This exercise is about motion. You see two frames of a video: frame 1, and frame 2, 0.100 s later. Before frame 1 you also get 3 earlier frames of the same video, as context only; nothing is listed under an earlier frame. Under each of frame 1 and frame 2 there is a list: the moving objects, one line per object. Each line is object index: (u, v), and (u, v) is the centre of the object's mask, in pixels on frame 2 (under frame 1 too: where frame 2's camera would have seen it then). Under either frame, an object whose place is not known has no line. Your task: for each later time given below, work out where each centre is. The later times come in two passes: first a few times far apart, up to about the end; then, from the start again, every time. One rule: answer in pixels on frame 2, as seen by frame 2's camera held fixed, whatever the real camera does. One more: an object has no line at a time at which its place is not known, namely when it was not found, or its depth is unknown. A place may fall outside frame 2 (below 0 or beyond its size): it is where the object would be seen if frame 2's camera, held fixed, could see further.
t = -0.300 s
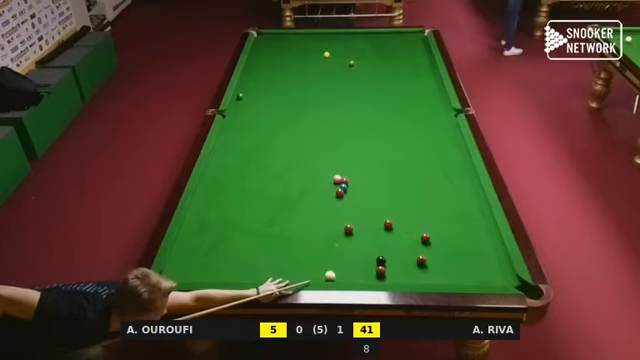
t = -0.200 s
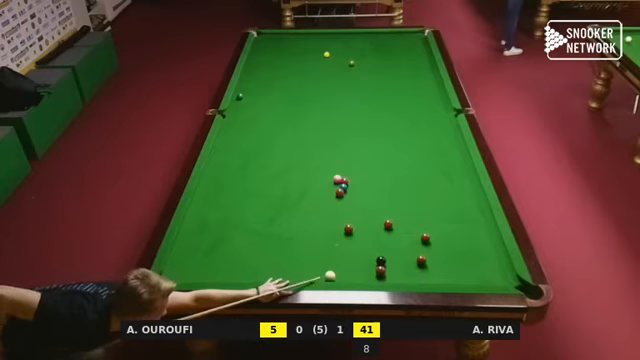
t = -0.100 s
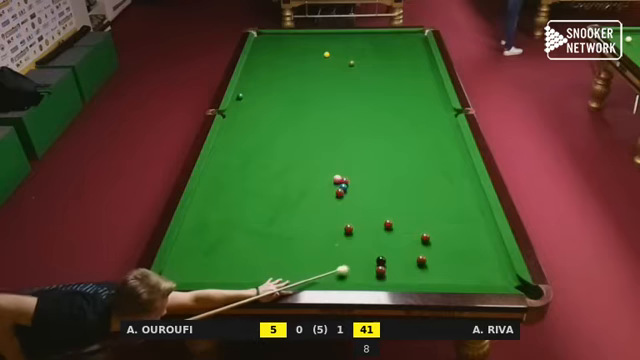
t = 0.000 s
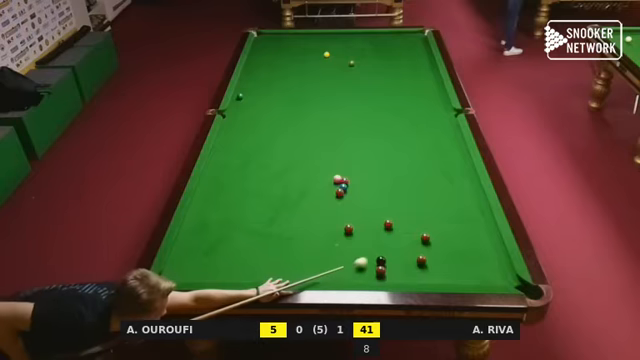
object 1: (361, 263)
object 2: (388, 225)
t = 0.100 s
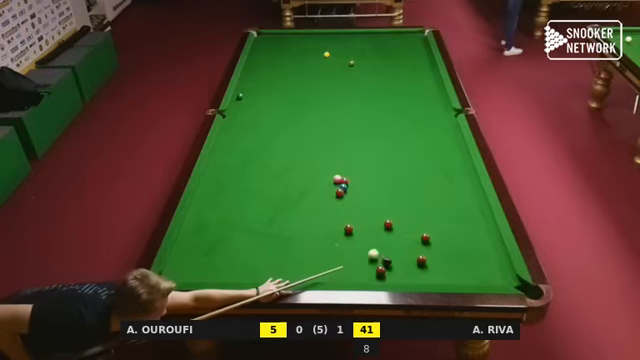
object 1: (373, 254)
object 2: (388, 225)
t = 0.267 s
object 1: (384, 240)
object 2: (388, 225)
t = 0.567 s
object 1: (408, 223)
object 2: (385, 219)
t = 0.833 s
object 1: (429, 212)
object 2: (380, 212)
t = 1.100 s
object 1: (449, 204)
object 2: (376, 206)
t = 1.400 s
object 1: (469, 194)
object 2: (372, 200)
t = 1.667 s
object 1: (473, 188)
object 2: (369, 195)
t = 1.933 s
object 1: (458, 183)
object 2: (366, 191)
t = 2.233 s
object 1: (444, 178)
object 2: (364, 187)
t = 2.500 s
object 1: (432, 174)
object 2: (362, 184)
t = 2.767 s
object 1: (422, 171)
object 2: (360, 182)
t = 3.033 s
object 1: (413, 168)
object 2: (359, 180)
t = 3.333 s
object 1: (404, 165)
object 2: (358, 179)
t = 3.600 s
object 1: (397, 162)
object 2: (358, 179)
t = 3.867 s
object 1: (391, 160)
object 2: (358, 178)
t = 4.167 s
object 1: (386, 158)
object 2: (358, 178)
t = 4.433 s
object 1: (381, 157)
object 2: (357, 178)
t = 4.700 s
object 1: (378, 156)
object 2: (357, 178)
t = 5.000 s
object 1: (375, 155)
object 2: (357, 178)
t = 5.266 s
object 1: (373, 154)
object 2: (358, 178)
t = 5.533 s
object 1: (372, 154)
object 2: (358, 178)
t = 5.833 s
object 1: (372, 153)
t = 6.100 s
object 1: (372, 153)
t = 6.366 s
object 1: (372, 153)
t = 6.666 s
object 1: (372, 153)
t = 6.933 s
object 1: (372, 153)
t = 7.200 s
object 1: (372, 153)
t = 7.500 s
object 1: (372, 153)
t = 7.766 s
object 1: (372, 153)
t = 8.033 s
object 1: (372, 153)
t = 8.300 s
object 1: (372, 153)
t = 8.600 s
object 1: (372, 153)
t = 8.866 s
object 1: (372, 153)
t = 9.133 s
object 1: (372, 153)
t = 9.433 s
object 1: (372, 153)
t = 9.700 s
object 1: (372, 153)
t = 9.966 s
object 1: (372, 153)
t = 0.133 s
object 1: (375, 251)
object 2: (388, 225)
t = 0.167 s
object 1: (378, 248)
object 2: (388, 225)
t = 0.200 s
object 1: (380, 246)
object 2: (388, 225)
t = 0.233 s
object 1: (382, 243)
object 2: (388, 225)
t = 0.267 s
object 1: (384, 240)
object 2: (388, 225)
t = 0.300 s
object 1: (387, 237)
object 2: (388, 225)
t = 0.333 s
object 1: (389, 234)
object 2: (388, 224)
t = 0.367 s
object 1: (391, 232)
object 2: (387, 224)
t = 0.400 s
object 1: (394, 229)
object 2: (387, 224)
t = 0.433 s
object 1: (396, 228)
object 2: (387, 223)
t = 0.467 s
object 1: (399, 227)
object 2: (386, 222)
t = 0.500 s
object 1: (402, 225)
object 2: (386, 221)
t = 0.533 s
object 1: (405, 224)
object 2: (385, 220)
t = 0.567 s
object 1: (408, 223)
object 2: (385, 219)
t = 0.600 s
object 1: (410, 221)
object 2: (384, 218)
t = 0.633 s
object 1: (413, 220)
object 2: (383, 217)
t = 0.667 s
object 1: (416, 219)
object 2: (383, 217)
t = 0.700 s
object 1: (419, 217)
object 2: (382, 216)
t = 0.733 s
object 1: (421, 216)
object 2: (381, 215)
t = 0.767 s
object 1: (424, 215)
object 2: (381, 214)
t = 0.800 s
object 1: (426, 214)
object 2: (381, 213)
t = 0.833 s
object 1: (429, 212)
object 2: (380, 212)
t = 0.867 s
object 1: (431, 211)
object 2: (379, 211)
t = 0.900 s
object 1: (434, 210)
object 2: (379, 210)
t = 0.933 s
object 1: (436, 209)
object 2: (378, 209)
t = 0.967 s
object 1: (439, 208)
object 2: (378, 209)
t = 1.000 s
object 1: (441, 207)
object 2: (377, 208)
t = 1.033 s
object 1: (444, 206)
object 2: (377, 207)
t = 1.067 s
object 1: (446, 205)
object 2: (376, 206)
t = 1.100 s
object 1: (449, 204)
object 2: (376, 206)
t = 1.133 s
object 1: (451, 202)
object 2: (375, 205)
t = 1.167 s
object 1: (453, 201)
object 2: (375, 204)
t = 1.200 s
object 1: (455, 200)
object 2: (375, 204)
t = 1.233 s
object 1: (458, 199)
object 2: (374, 203)
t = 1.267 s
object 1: (460, 198)
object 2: (373, 202)
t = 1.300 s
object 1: (462, 197)
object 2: (373, 202)
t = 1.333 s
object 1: (464, 196)
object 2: (373, 201)
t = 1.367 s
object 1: (466, 195)
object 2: (372, 200)
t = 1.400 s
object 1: (469, 194)
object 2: (372, 200)
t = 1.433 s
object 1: (471, 193)
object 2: (371, 199)
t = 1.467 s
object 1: (473, 192)
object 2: (371, 199)
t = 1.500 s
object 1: (475, 192)
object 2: (371, 198)
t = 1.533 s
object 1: (477, 191)
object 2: (370, 197)
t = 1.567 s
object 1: (479, 190)
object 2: (370, 197)
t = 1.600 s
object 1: (477, 189)
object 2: (370, 196)
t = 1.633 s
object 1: (475, 188)
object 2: (369, 196)
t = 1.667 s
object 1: (473, 188)
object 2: (369, 195)
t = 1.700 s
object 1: (471, 187)
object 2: (368, 195)
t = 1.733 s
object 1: (469, 186)
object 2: (368, 194)
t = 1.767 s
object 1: (467, 186)
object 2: (368, 193)
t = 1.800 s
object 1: (465, 185)
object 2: (367, 193)
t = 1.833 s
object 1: (464, 185)
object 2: (367, 192)
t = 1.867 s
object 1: (462, 184)
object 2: (367, 192)
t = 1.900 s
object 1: (460, 183)
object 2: (367, 191)
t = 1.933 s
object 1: (458, 183)
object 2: (366, 191)
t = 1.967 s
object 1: (457, 182)
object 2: (366, 190)
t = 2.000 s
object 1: (455, 182)
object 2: (366, 190)
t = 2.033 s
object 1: (453, 181)
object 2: (365, 190)
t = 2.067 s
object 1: (452, 181)
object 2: (365, 189)
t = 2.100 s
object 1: (450, 180)
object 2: (365, 189)
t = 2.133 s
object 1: (448, 179)
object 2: (364, 188)
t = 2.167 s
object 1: (447, 179)
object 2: (364, 188)
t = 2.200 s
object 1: (445, 178)
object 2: (364, 187)
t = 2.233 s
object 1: (444, 178)
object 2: (364, 187)
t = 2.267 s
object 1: (442, 177)
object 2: (363, 187)
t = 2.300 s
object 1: (441, 177)
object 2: (363, 187)
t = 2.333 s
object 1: (439, 176)
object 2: (363, 186)
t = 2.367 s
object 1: (438, 176)
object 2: (363, 186)
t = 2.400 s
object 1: (436, 175)
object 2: (362, 185)
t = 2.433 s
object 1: (435, 175)
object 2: (362, 185)
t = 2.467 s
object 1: (434, 174)
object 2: (362, 185)
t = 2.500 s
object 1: (432, 174)
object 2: (362, 184)
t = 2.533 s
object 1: (431, 174)
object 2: (361, 184)
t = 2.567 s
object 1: (430, 173)
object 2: (361, 184)
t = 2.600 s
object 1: (428, 173)
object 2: (361, 184)
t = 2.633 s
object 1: (427, 172)
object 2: (361, 184)
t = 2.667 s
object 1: (426, 172)
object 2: (360, 183)
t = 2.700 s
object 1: (425, 171)
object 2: (360, 183)
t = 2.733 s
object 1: (423, 171)
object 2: (360, 183)
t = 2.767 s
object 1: (422, 171)
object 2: (360, 182)
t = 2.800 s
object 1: (421, 170)
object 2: (359, 182)
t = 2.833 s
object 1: (420, 170)
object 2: (359, 182)
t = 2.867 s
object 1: (419, 169)
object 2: (360, 182)
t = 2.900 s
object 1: (417, 169)
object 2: (359, 182)
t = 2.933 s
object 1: (416, 169)
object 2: (359, 181)
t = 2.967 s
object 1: (415, 168)
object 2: (359, 181)
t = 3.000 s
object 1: (414, 168)
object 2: (359, 181)
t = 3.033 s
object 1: (413, 168)
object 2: (359, 180)
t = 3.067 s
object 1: (412, 167)
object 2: (359, 181)
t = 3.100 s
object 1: (411, 167)
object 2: (359, 180)
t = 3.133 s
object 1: (410, 167)
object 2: (358, 180)
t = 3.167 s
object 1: (409, 166)
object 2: (358, 180)
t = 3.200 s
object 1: (408, 166)
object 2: (358, 180)
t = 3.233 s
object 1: (407, 166)
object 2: (358, 180)
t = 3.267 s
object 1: (406, 165)
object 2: (358, 179)
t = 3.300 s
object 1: (405, 165)
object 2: (358, 179)
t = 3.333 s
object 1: (404, 165)
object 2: (358, 179)
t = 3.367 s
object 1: (404, 164)
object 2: (358, 179)
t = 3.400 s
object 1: (403, 164)
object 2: (358, 179)
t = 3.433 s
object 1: (402, 164)
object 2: (358, 179)
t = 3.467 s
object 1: (401, 164)
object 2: (358, 179)
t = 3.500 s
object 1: (400, 163)
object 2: (358, 179)
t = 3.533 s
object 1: (399, 163)
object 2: (358, 179)
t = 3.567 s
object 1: (398, 163)
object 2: (358, 179)
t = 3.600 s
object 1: (397, 162)
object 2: (358, 179)
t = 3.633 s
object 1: (396, 162)
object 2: (358, 178)
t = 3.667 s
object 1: (396, 162)
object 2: (358, 178)
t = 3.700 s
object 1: (395, 162)
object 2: (358, 178)
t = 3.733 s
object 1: (394, 161)
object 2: (358, 178)
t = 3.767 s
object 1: (394, 161)
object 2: (358, 178)
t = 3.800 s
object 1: (393, 161)
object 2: (358, 178)
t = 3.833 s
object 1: (392, 161)
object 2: (358, 178)
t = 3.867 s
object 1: (391, 160)
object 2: (358, 178)
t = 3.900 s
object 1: (391, 160)
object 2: (358, 178)
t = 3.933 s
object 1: (390, 160)
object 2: (358, 178)
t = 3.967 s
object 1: (389, 160)
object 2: (358, 178)
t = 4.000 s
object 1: (389, 159)
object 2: (358, 178)
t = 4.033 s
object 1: (388, 159)
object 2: (358, 178)
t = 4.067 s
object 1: (388, 159)
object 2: (357, 178)
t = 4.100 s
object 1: (387, 159)
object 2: (358, 178)
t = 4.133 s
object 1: (386, 158)
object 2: (358, 178)
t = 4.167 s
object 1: (386, 158)
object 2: (358, 178)
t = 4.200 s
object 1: (385, 158)
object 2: (358, 178)
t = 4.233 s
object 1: (385, 158)
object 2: (358, 178)
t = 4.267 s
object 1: (384, 158)
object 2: (358, 178)
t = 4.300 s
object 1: (383, 157)
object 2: (358, 178)
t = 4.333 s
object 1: (383, 158)
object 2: (358, 178)
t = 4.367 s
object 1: (382, 157)
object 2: (358, 178)
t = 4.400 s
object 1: (382, 157)
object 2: (358, 178)
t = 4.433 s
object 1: (381, 157)
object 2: (357, 178)
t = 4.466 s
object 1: (381, 157)
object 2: (357, 178)
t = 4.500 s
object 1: (381, 157)
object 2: (358, 178)
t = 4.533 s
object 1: (380, 156)
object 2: (357, 178)
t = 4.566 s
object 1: (380, 157)
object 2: (358, 178)
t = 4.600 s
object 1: (379, 156)
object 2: (358, 178)
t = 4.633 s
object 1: (379, 156)
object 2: (358, 178)
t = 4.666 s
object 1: (379, 156)
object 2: (358, 178)
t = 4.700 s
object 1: (378, 156)
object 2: (357, 178)
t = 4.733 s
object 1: (377, 155)
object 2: (357, 178)
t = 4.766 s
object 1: (377, 155)
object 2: (358, 178)
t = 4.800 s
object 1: (377, 155)
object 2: (358, 178)
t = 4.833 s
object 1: (376, 155)
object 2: (357, 178)
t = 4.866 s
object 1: (376, 155)
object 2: (358, 178)
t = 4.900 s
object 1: (376, 155)
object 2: (357, 178)
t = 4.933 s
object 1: (376, 155)
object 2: (357, 178)
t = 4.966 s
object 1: (375, 155)
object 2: (358, 178)
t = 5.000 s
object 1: (375, 155)
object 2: (357, 178)
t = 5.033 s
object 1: (375, 155)
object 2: (357, 178)
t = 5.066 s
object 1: (375, 155)
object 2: (357, 178)
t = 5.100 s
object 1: (374, 155)
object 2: (358, 178)
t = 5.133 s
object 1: (374, 154)
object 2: (358, 178)
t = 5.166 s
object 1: (374, 154)
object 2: (358, 178)
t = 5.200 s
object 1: (373, 154)
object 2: (358, 178)
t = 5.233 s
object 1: (373, 154)
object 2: (358, 178)
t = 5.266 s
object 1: (373, 154)
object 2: (358, 178)
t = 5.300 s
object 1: (373, 154)
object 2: (358, 178)
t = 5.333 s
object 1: (373, 154)
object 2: (358, 178)
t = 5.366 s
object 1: (373, 154)
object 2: (358, 178)
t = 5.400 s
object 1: (373, 154)
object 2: (358, 178)
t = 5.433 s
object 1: (372, 154)
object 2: (357, 178)
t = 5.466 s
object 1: (372, 154)
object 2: (358, 178)
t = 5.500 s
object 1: (372, 154)
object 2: (358, 178)
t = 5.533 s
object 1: (372, 154)
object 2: (358, 178)
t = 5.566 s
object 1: (372, 153)
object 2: (358, 178)
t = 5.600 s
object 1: (372, 153)
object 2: (358, 178)
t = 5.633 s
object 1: (372, 153)
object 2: (358, 178)
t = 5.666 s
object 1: (372, 153)
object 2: (358, 178)
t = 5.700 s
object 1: (372, 153)
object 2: (357, 178)
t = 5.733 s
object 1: (372, 153)
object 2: (358, 178)
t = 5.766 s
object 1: (372, 153)
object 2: (357, 178)
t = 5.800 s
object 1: (372, 153)
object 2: (358, 178)
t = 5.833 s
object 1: (372, 153)
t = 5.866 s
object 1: (372, 153)
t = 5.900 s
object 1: (372, 153)
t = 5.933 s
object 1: (372, 153)
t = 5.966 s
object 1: (372, 153)
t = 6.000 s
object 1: (372, 153)
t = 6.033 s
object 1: (372, 153)
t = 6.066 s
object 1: (372, 153)
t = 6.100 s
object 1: (372, 153)
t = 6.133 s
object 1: (372, 153)
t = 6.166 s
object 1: (372, 153)
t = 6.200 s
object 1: (372, 153)
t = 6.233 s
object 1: (372, 153)
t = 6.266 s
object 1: (372, 153)
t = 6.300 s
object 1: (372, 153)
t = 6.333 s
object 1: (372, 153)
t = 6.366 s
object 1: (372, 153)
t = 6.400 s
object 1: (372, 153)
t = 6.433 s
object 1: (372, 153)
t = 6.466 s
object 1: (372, 153)
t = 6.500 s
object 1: (372, 153)
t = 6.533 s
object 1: (372, 153)
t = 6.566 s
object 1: (372, 153)
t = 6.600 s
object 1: (372, 153)
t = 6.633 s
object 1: (372, 153)
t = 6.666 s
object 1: (372, 153)
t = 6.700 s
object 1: (372, 153)
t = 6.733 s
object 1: (372, 153)
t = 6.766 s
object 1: (372, 153)
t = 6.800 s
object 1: (372, 153)
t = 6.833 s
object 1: (372, 153)
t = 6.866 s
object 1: (372, 153)
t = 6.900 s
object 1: (372, 153)
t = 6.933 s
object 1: (372, 153)
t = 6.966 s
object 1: (372, 153)
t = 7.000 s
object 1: (372, 153)
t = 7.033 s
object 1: (372, 153)
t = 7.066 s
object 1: (372, 153)
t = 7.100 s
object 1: (372, 153)
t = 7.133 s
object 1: (372, 153)
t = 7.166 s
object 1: (372, 153)
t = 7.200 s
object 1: (372, 153)
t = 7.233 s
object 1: (372, 153)
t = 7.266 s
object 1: (372, 154)
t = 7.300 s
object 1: (372, 153)
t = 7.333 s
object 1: (372, 154)
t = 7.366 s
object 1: (372, 153)
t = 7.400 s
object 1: (372, 154)
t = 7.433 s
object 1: (372, 153)
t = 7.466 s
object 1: (372, 153)
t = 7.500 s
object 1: (372, 153)
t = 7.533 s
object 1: (372, 153)
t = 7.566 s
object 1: (372, 153)
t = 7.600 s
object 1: (372, 153)
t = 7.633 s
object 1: (372, 153)
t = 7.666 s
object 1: (372, 153)
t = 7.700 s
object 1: (372, 153)
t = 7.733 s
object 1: (372, 153)
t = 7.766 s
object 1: (372, 153)
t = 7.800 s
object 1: (372, 153)
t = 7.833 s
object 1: (372, 153)
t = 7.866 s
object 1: (372, 153)
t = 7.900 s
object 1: (372, 153)
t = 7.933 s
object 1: (372, 153)
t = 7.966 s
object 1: (372, 153)
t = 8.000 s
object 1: (372, 153)
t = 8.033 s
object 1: (372, 153)
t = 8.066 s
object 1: (372, 153)
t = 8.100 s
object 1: (372, 153)
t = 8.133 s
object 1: (372, 153)
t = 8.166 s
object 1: (372, 153)
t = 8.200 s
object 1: (372, 153)
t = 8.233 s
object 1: (372, 153)
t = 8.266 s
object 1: (372, 153)
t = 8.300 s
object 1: (372, 153)
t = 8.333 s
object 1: (372, 153)
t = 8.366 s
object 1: (372, 153)
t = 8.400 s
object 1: (372, 153)
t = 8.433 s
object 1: (372, 153)
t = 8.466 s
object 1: (372, 153)
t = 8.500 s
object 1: (372, 153)
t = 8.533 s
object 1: (372, 153)
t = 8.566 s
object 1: (372, 153)
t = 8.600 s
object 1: (372, 153)
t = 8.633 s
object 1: (372, 153)
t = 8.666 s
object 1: (372, 153)
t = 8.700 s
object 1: (372, 153)
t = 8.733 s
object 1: (372, 153)
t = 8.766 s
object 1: (372, 153)
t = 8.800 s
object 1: (372, 153)
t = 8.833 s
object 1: (372, 153)
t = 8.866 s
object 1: (372, 153)
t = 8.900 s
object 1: (372, 153)
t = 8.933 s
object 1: (372, 153)
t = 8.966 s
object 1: (372, 153)
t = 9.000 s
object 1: (372, 153)
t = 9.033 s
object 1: (372, 153)
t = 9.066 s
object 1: (372, 153)
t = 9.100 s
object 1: (372, 153)
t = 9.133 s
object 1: (372, 153)
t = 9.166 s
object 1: (372, 153)
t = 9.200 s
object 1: (372, 153)
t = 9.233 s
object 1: (372, 153)
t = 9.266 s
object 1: (372, 153)
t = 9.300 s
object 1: (372, 153)
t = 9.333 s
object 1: (372, 153)
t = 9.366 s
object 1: (372, 153)
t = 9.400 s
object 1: (372, 153)
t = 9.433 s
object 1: (372, 153)
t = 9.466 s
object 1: (372, 153)
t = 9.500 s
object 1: (372, 153)
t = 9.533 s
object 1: (372, 153)
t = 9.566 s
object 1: (372, 153)
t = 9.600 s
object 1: (372, 153)
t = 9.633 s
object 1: (372, 153)
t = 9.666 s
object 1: (372, 153)
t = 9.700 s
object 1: (372, 153)
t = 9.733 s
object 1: (372, 153)
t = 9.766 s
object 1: (372, 153)
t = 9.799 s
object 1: (372, 153)
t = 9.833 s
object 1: (372, 153)
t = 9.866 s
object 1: (372, 153)
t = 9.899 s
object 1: (372, 153)
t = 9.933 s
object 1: (372, 153)
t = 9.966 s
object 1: (372, 153)
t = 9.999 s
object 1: (372, 153)
